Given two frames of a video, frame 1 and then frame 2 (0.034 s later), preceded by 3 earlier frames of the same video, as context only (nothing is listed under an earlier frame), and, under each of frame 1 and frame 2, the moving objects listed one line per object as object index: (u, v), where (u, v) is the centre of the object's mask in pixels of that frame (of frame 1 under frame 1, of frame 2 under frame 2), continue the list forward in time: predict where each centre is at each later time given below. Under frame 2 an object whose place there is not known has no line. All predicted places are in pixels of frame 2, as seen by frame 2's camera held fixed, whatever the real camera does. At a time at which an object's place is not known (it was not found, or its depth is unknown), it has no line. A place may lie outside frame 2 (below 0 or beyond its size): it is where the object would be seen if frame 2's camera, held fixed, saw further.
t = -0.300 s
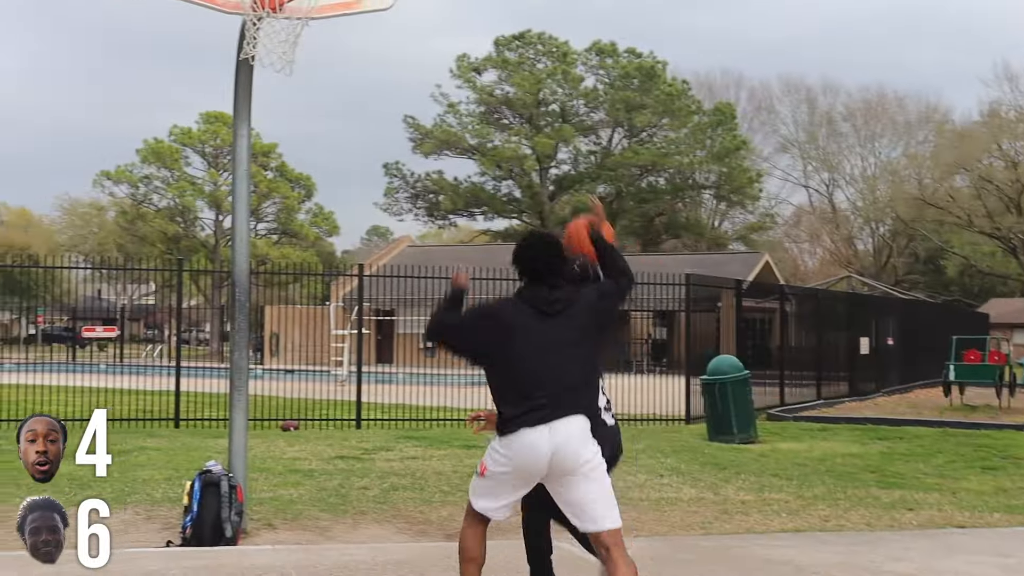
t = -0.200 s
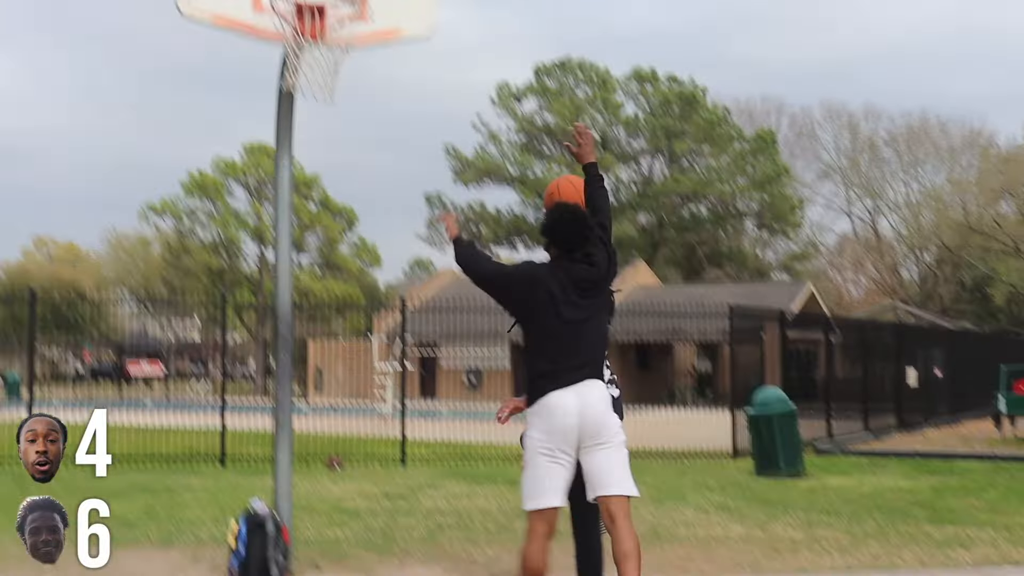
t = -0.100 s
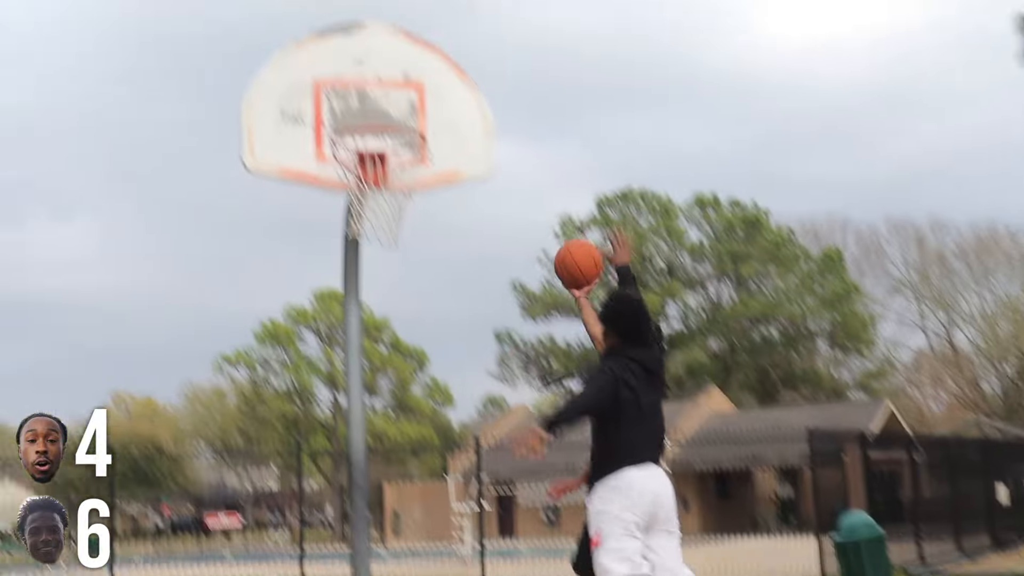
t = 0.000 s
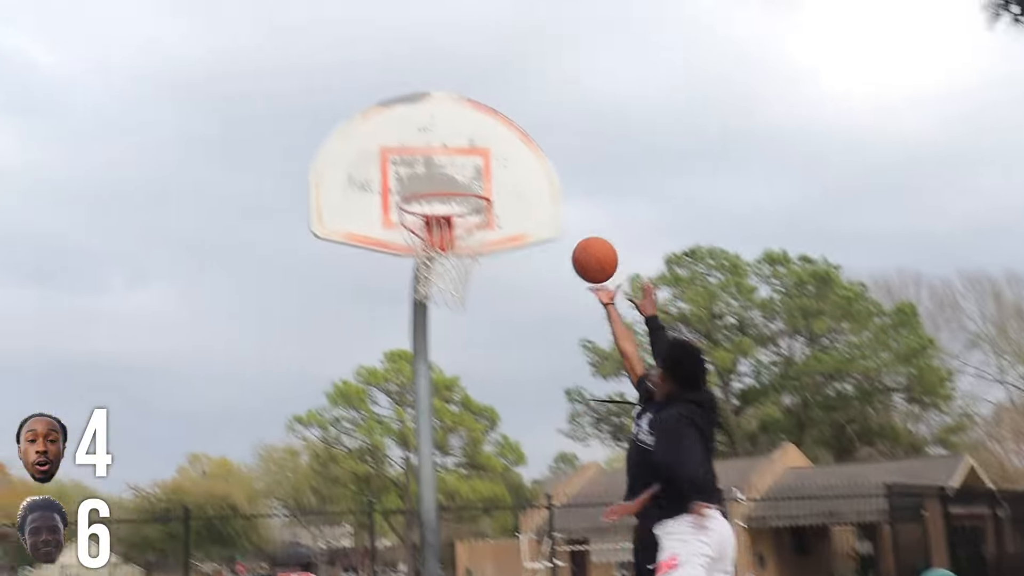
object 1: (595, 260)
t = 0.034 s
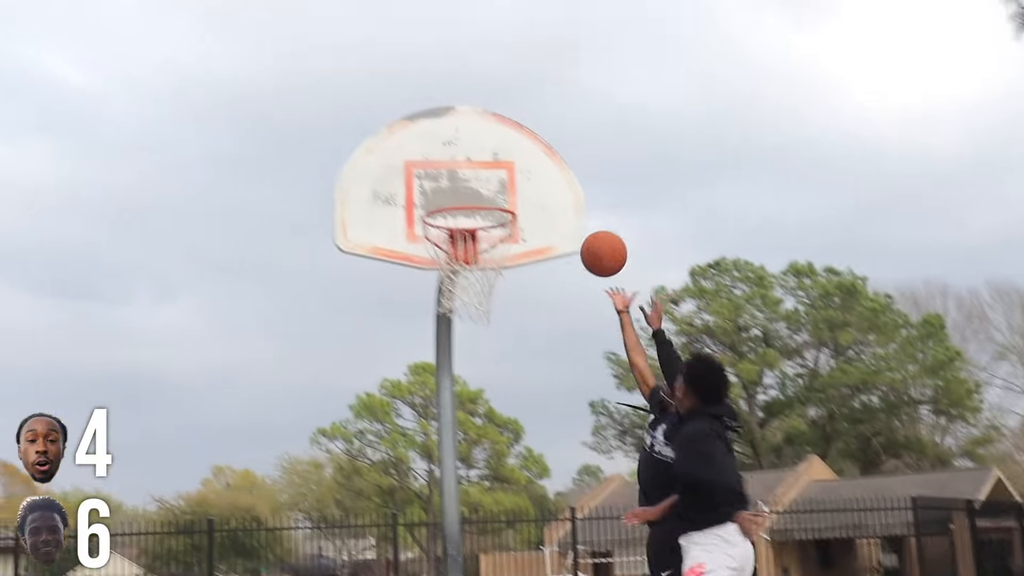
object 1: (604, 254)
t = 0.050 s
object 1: (596, 245)
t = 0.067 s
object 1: (589, 238)
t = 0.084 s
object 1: (582, 231)
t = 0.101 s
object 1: (574, 225)
